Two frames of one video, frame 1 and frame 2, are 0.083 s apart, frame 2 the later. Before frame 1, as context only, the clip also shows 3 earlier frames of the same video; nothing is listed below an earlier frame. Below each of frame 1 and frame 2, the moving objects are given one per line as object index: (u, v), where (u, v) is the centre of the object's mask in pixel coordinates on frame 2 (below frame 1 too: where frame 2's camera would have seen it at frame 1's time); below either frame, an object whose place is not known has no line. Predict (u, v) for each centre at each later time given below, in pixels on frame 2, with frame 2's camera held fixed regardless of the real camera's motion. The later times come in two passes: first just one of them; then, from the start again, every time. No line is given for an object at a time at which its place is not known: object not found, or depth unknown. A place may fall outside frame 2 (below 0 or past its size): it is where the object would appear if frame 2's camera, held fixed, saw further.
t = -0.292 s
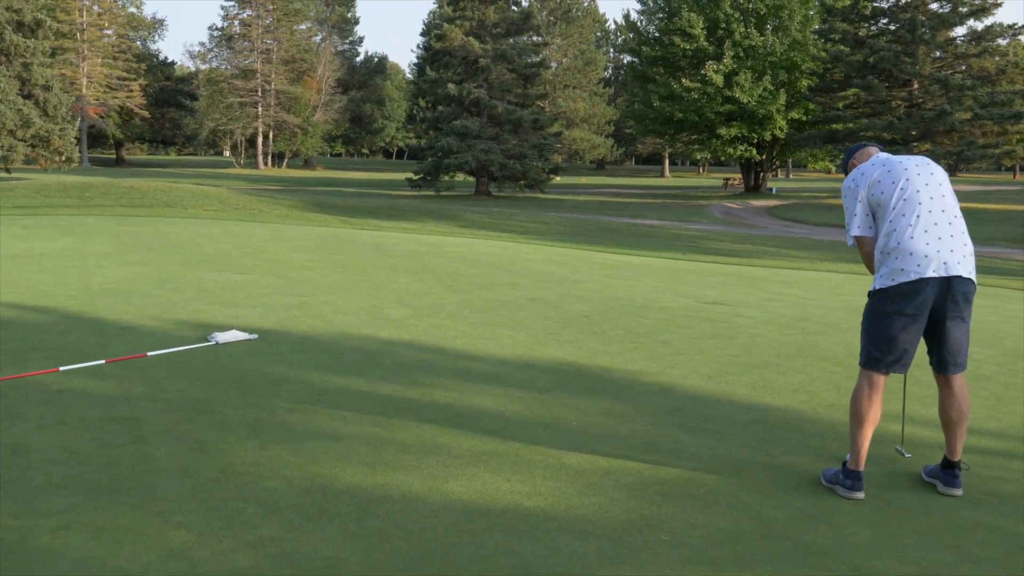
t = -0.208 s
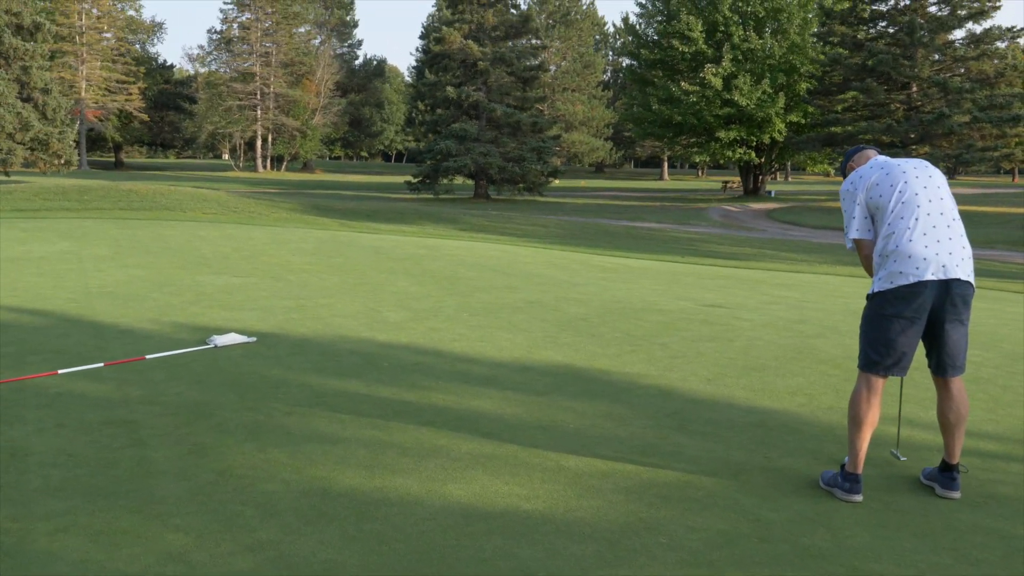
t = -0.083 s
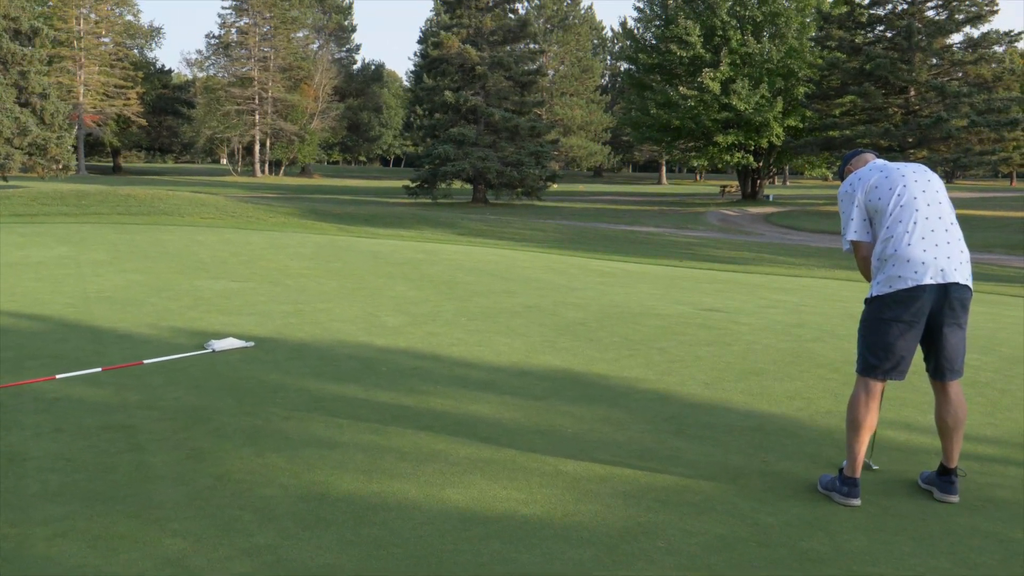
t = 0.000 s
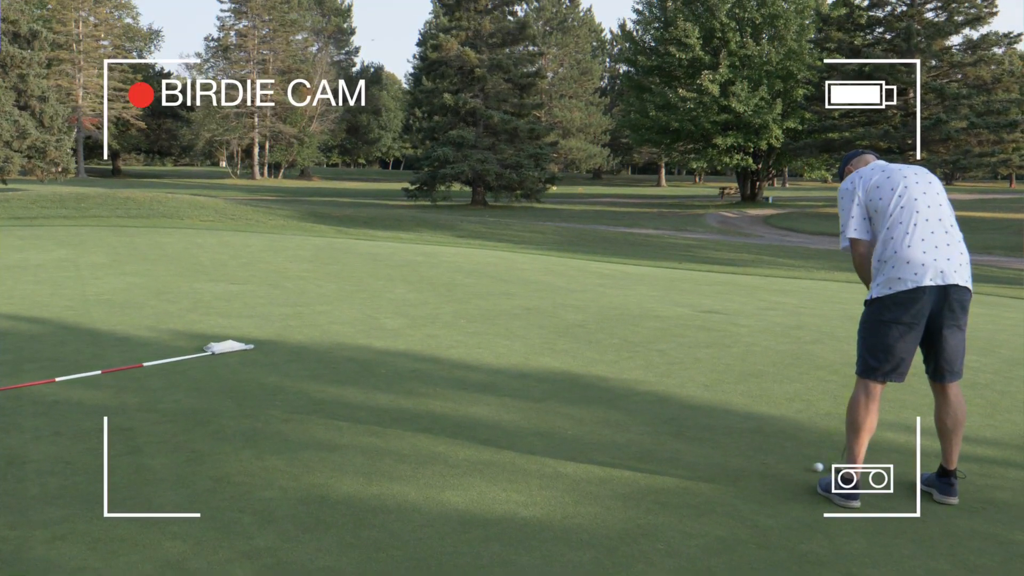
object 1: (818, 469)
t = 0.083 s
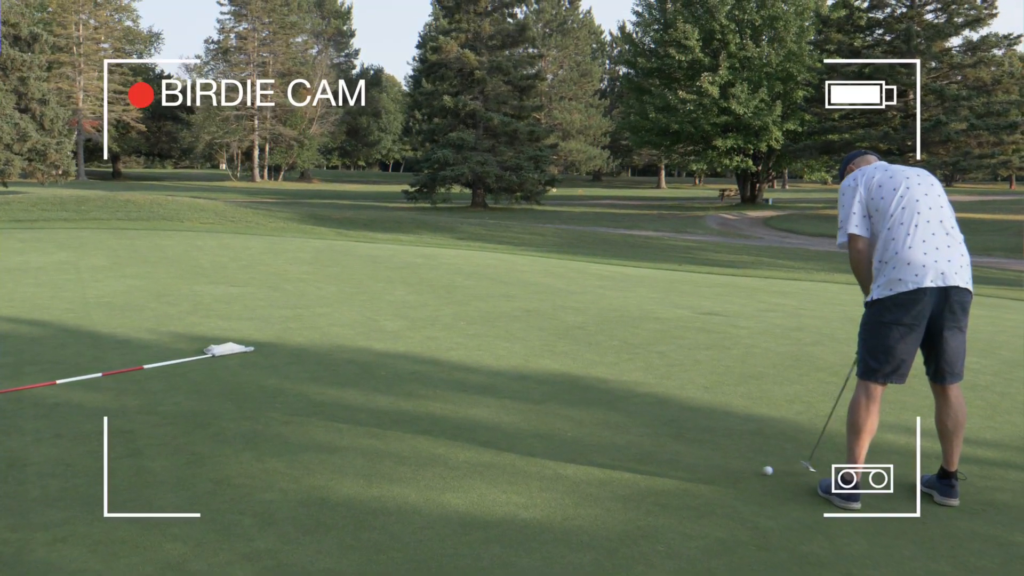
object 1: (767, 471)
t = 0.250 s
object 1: (687, 475)
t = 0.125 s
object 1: (746, 472)
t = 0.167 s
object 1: (725, 473)
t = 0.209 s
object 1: (706, 473)
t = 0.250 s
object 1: (687, 475)
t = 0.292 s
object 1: (668, 474)
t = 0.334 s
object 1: (648, 476)
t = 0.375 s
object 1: (629, 476)
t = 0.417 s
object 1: (610, 477)
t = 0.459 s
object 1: (591, 478)
